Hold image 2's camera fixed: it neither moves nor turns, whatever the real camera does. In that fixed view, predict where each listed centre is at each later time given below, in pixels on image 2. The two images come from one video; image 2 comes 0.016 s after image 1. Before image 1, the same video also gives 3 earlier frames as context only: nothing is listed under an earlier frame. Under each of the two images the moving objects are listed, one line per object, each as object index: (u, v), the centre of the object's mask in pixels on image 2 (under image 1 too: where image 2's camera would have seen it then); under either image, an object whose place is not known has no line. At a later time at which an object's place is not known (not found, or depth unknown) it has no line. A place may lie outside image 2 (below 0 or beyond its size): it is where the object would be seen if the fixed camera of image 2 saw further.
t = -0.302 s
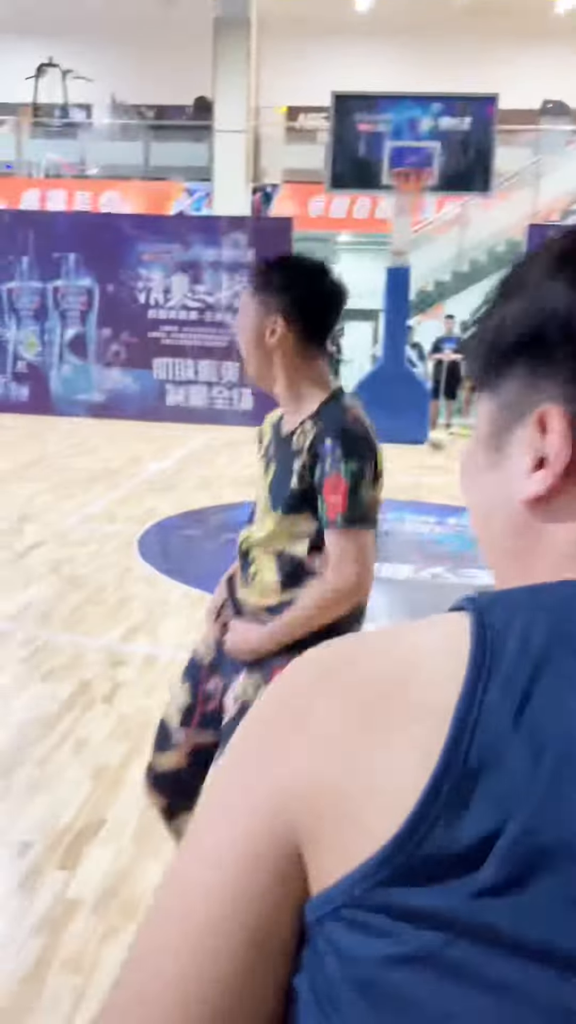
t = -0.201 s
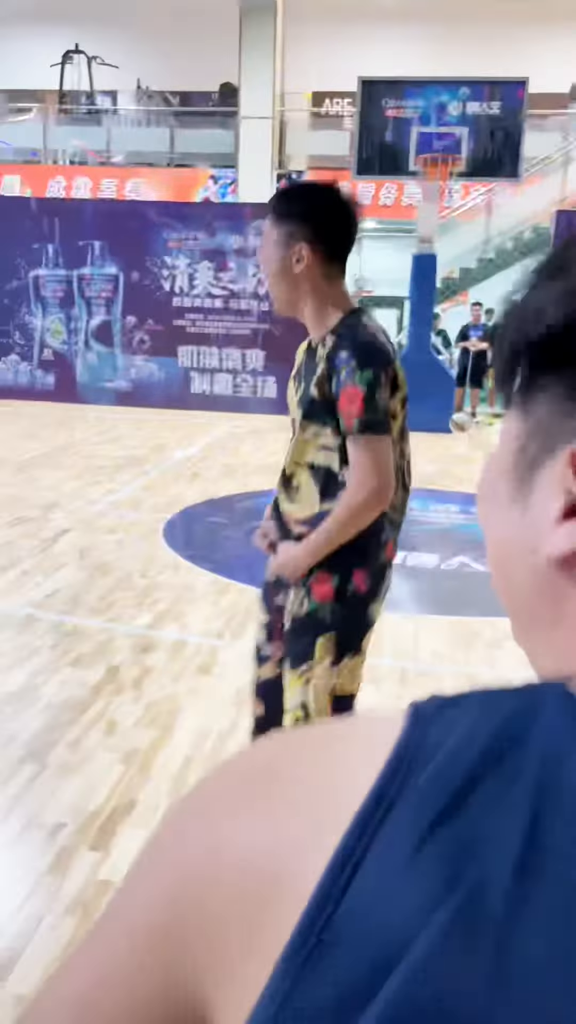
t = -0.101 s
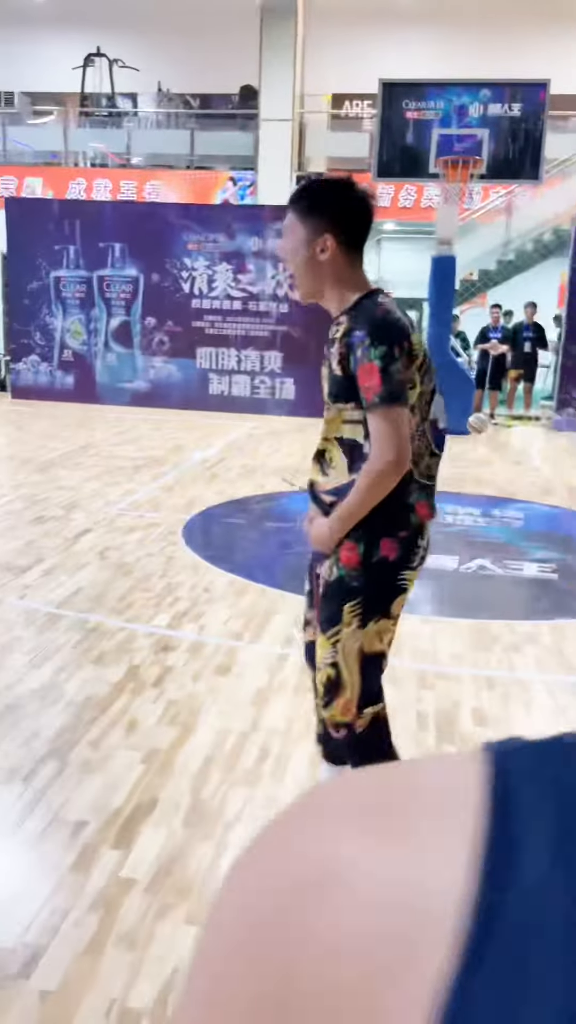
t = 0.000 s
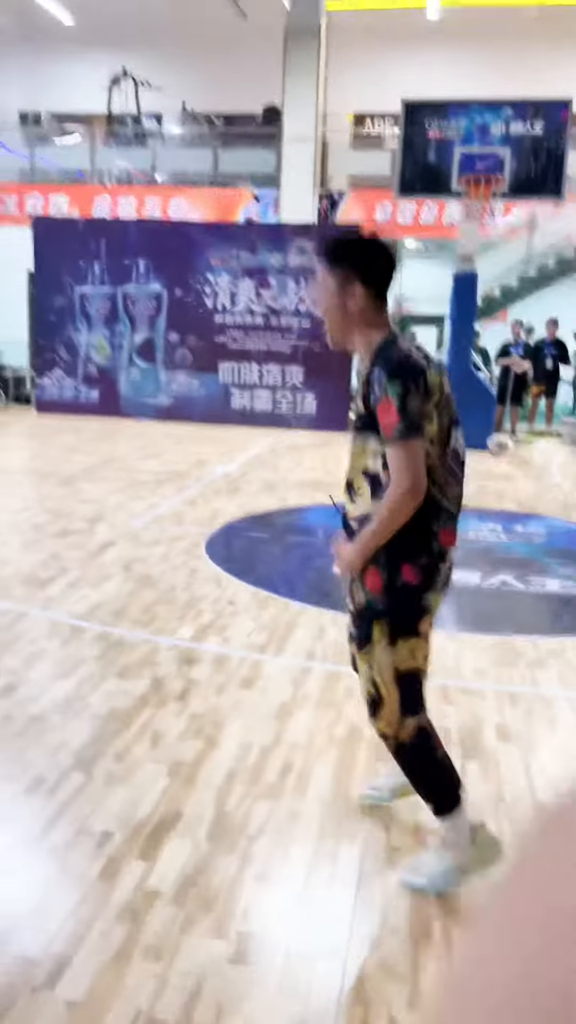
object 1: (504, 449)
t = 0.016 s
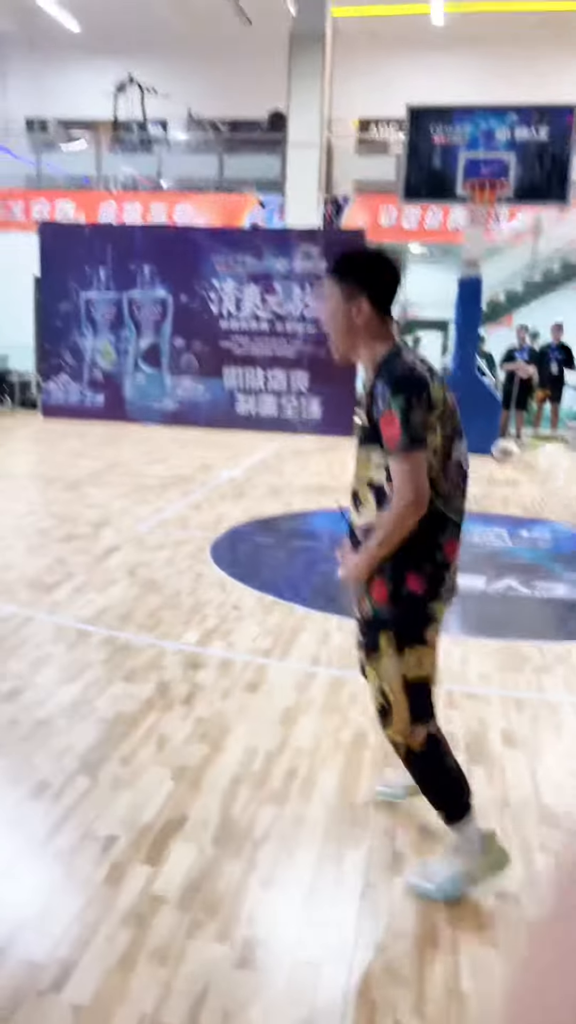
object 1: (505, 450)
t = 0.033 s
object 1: (504, 452)
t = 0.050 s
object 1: (504, 454)
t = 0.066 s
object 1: (501, 460)
